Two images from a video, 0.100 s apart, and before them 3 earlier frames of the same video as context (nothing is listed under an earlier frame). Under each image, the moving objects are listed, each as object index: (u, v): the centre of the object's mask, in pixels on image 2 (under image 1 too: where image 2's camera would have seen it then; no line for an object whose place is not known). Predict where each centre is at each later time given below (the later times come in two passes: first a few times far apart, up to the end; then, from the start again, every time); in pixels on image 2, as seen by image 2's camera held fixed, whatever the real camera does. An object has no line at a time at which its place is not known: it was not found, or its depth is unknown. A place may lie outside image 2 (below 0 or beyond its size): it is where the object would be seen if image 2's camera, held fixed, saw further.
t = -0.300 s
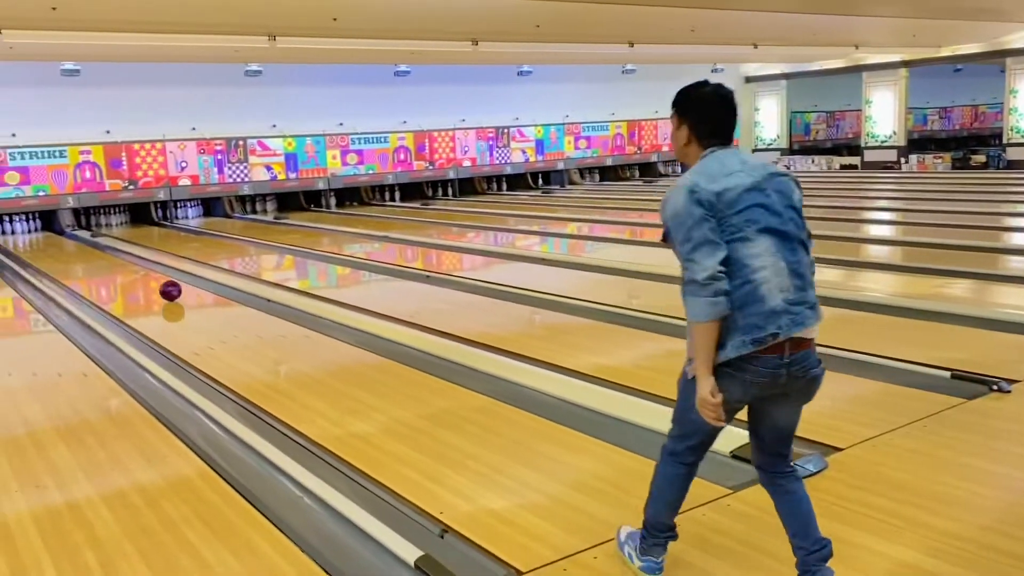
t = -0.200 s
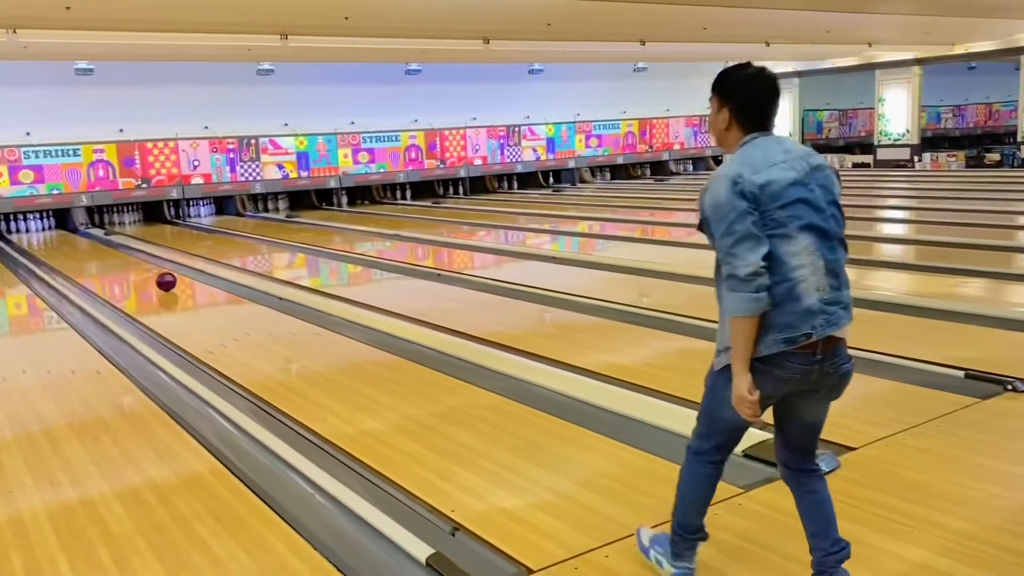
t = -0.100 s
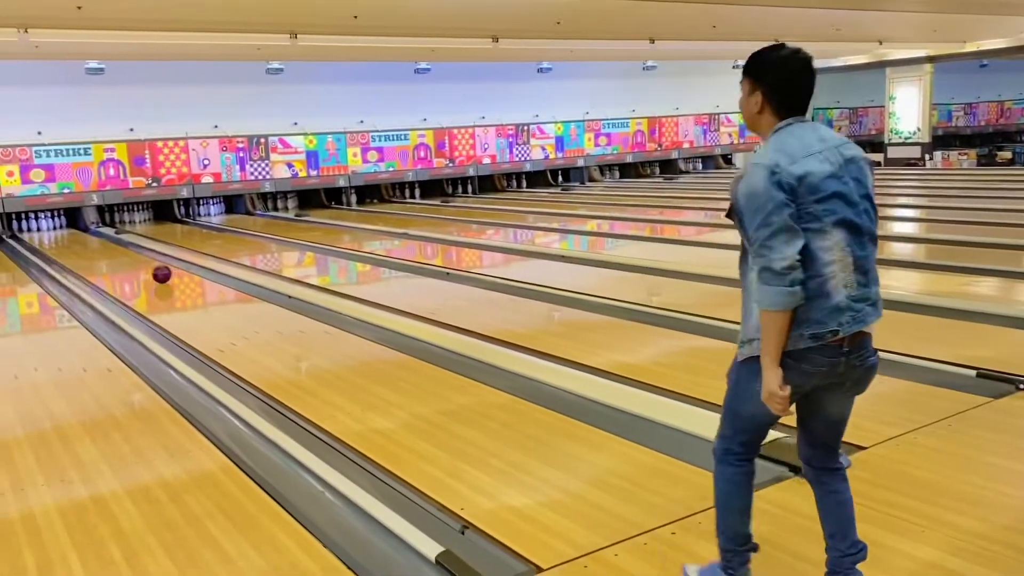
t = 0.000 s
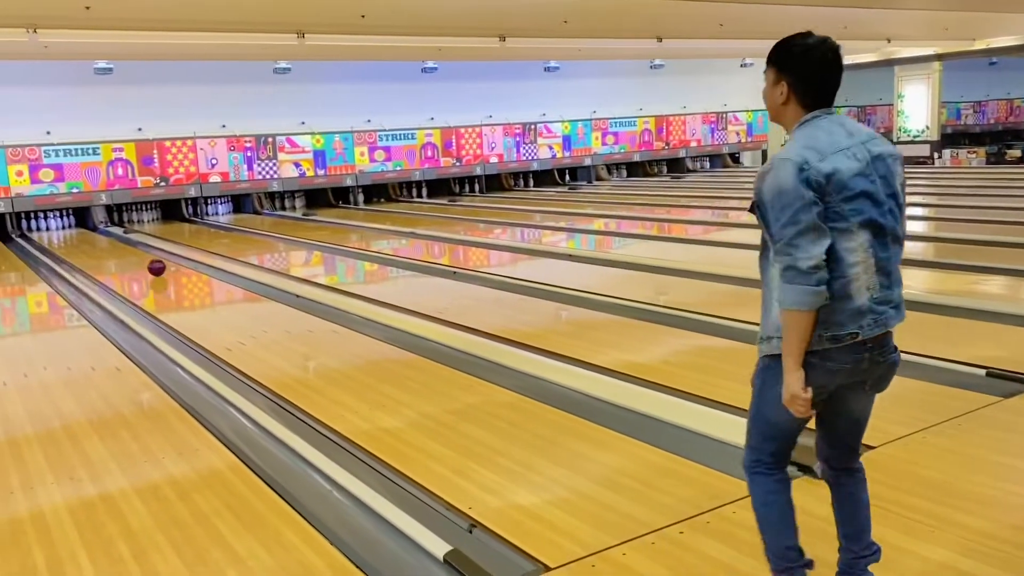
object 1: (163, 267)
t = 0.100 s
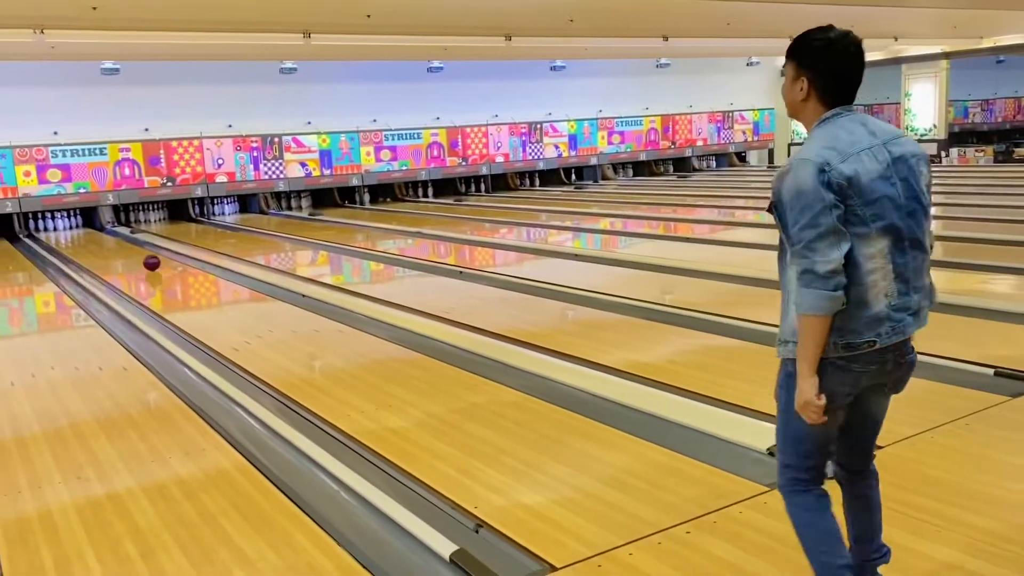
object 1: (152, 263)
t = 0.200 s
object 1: (141, 258)
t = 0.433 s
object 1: (120, 250)
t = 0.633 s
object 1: (106, 245)
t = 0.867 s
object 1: (92, 240)
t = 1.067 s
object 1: (82, 236)
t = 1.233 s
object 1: (75, 234)
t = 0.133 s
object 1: (148, 261)
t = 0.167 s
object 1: (144, 260)
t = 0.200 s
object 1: (141, 258)
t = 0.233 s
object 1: (138, 257)
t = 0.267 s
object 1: (135, 256)
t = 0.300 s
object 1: (132, 255)
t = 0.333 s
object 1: (128, 253)
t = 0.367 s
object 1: (126, 253)
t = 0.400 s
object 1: (123, 251)
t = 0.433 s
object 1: (120, 250)
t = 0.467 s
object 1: (118, 249)
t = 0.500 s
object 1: (115, 249)
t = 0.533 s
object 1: (113, 248)
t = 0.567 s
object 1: (110, 247)
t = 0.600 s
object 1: (108, 246)
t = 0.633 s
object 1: (106, 245)
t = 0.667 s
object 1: (104, 244)
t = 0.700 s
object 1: (102, 243)
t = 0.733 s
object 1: (100, 243)
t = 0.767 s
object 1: (98, 242)
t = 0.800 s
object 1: (96, 241)
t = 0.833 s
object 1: (94, 240)
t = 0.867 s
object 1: (92, 240)
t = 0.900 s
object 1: (90, 239)
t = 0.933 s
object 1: (89, 238)
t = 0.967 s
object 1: (87, 238)
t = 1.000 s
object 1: (85, 237)
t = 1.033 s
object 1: (84, 237)
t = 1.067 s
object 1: (82, 236)
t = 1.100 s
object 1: (81, 236)
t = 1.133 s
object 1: (79, 235)
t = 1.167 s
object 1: (78, 235)
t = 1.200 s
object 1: (76, 234)
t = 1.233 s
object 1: (75, 234)
